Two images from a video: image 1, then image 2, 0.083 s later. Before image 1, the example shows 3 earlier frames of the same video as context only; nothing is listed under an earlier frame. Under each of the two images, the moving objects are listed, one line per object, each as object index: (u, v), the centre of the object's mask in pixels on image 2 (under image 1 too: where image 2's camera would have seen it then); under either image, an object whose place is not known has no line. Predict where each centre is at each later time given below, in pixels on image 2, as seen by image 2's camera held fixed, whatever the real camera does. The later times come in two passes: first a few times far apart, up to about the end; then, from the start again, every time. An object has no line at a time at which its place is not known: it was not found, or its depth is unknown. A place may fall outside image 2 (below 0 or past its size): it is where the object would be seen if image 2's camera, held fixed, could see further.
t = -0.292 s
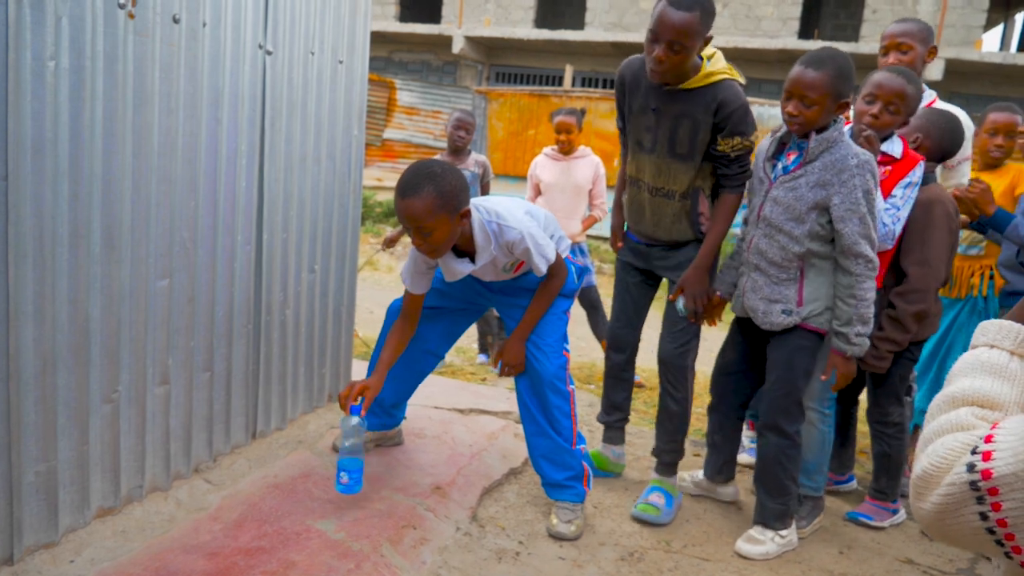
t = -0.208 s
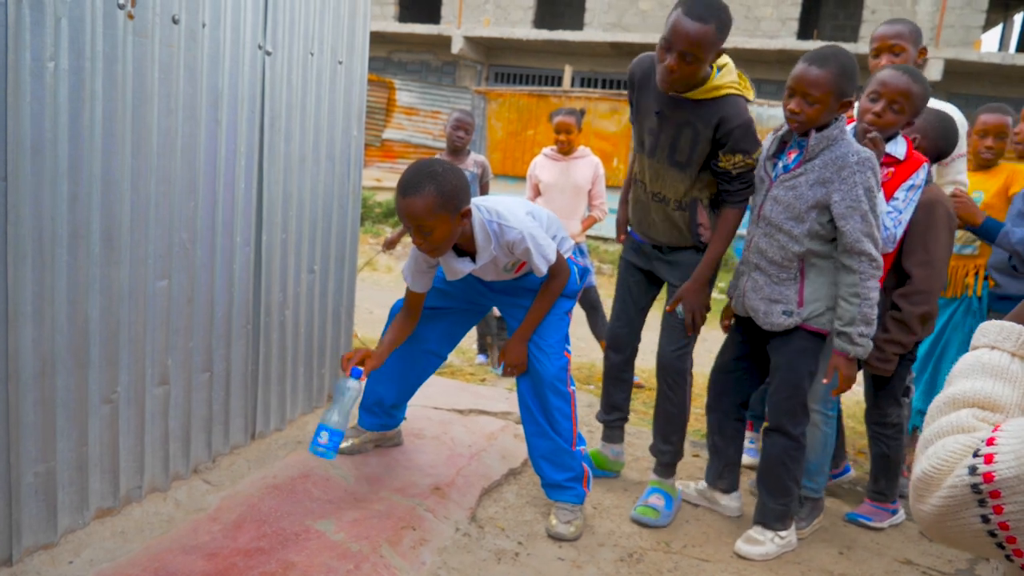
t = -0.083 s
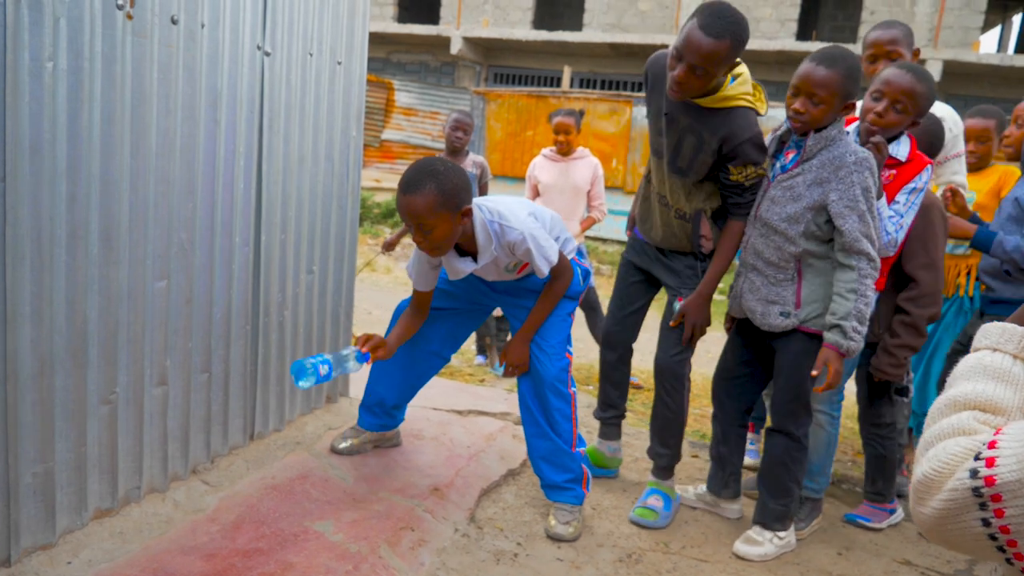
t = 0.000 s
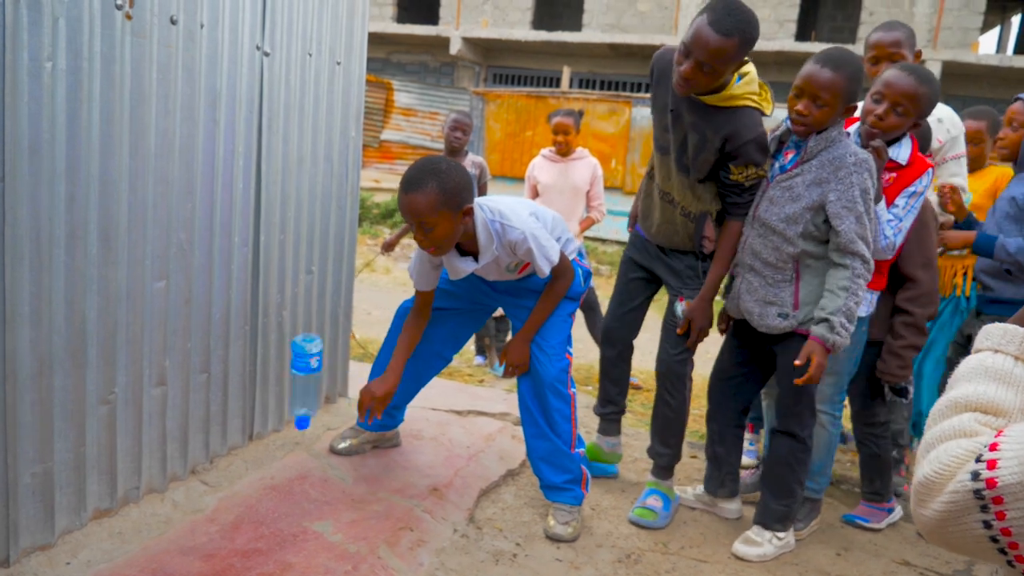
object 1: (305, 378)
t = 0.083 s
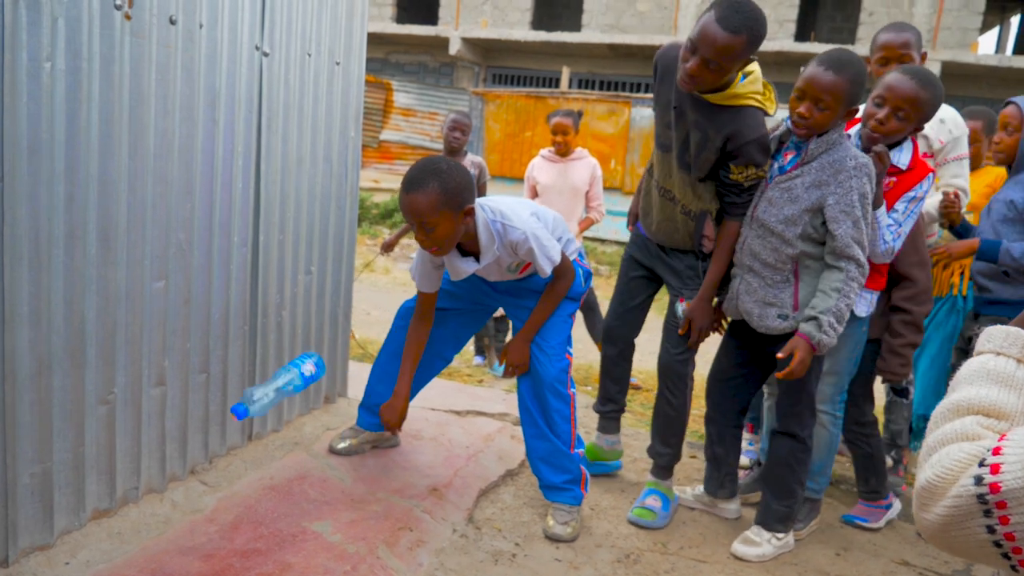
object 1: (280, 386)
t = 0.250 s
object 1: (281, 490)
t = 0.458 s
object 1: (269, 513)
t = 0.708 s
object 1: (275, 514)
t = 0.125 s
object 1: (280, 392)
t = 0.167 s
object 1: (283, 411)
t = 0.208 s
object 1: (284, 445)
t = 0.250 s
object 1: (281, 490)
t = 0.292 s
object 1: (280, 513)
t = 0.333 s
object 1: (273, 513)
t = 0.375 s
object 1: (271, 513)
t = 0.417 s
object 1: (270, 512)
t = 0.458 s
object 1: (269, 513)
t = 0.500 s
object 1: (272, 514)
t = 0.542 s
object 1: (276, 512)
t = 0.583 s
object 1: (277, 511)
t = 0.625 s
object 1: (277, 513)
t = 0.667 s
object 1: (276, 514)
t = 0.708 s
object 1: (275, 514)
